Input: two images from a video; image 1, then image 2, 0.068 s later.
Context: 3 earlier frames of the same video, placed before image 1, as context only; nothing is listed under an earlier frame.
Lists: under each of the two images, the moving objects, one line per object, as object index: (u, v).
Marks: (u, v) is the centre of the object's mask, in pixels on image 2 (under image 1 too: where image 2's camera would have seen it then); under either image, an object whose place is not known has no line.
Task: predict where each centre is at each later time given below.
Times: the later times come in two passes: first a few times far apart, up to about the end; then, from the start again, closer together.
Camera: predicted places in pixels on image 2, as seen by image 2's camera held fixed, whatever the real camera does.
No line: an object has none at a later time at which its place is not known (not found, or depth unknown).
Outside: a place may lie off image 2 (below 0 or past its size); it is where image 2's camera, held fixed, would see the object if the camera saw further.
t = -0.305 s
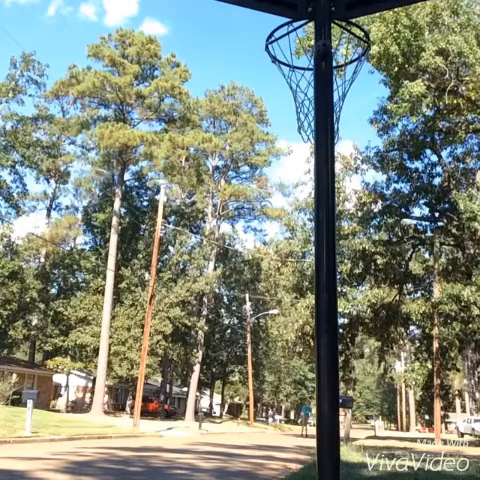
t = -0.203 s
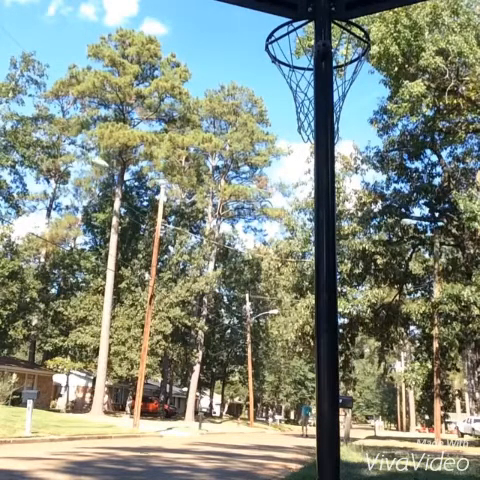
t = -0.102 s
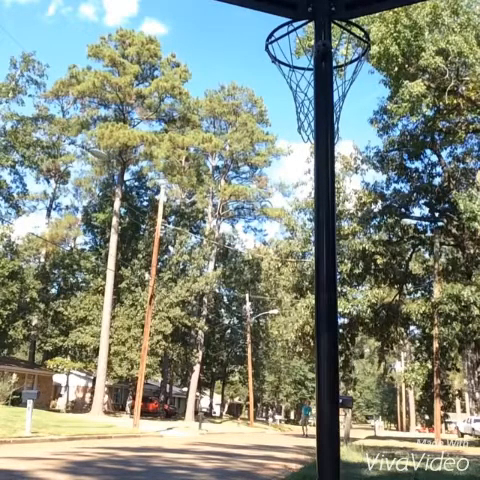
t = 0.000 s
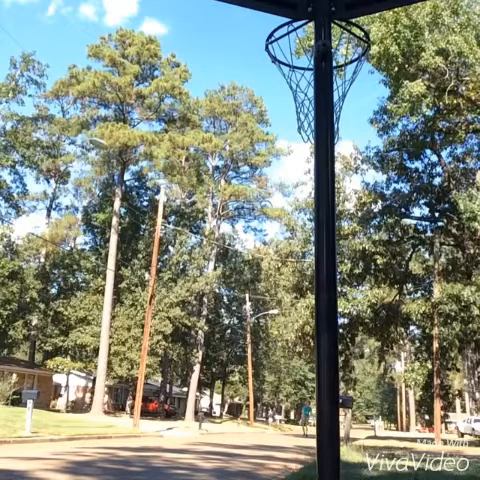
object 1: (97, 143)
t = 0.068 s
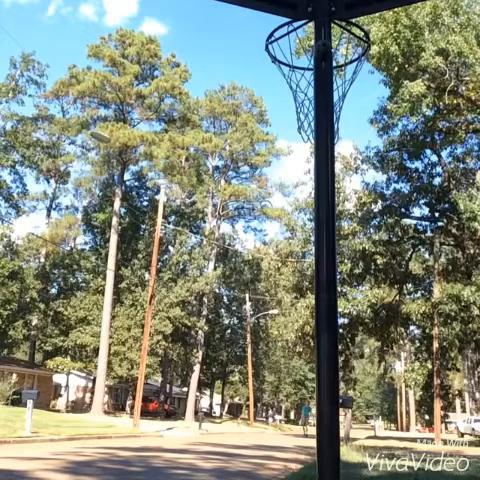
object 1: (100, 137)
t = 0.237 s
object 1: (108, 119)
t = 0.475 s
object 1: (140, 93)
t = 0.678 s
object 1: (198, 68)
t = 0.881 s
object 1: (301, 43)
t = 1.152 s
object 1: (287, 146)
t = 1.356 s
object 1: (259, 277)
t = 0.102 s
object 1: (101, 133)
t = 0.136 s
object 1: (103, 130)
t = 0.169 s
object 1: (104, 126)
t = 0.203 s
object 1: (106, 122)
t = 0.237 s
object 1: (108, 119)
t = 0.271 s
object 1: (111, 115)
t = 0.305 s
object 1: (115, 113)
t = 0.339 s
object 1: (119, 108)
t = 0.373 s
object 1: (123, 105)
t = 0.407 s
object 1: (128, 100)
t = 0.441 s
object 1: (134, 97)
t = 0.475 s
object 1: (140, 93)
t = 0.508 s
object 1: (146, 89)
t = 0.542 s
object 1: (156, 85)
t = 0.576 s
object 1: (165, 81)
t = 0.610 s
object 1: (175, 77)
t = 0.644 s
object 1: (186, 72)
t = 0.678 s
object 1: (198, 68)
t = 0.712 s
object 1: (212, 64)
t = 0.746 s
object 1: (227, 60)
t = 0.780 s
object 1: (244, 56)
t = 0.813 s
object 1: (263, 53)
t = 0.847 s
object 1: (286, 49)
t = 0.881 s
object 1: (301, 43)
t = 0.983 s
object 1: (304, 64)
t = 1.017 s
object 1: (298, 90)
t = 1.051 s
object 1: (296, 101)
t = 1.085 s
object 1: (294, 115)
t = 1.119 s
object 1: (291, 130)
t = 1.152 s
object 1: (287, 146)
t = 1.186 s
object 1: (283, 165)
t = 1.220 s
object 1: (278, 184)
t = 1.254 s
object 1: (273, 205)
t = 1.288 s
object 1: (268, 228)
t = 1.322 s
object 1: (263, 252)
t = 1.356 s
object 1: (259, 277)
